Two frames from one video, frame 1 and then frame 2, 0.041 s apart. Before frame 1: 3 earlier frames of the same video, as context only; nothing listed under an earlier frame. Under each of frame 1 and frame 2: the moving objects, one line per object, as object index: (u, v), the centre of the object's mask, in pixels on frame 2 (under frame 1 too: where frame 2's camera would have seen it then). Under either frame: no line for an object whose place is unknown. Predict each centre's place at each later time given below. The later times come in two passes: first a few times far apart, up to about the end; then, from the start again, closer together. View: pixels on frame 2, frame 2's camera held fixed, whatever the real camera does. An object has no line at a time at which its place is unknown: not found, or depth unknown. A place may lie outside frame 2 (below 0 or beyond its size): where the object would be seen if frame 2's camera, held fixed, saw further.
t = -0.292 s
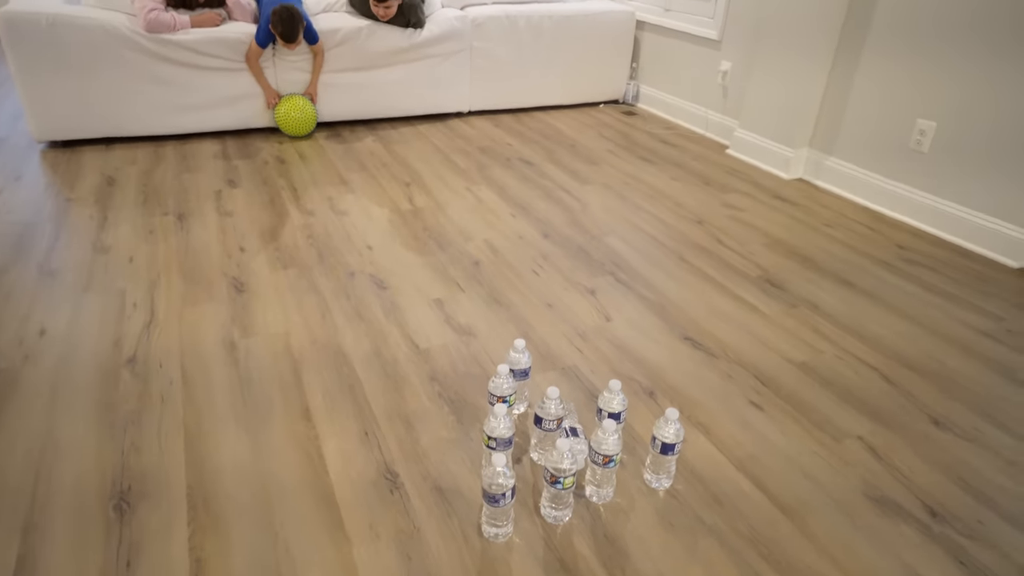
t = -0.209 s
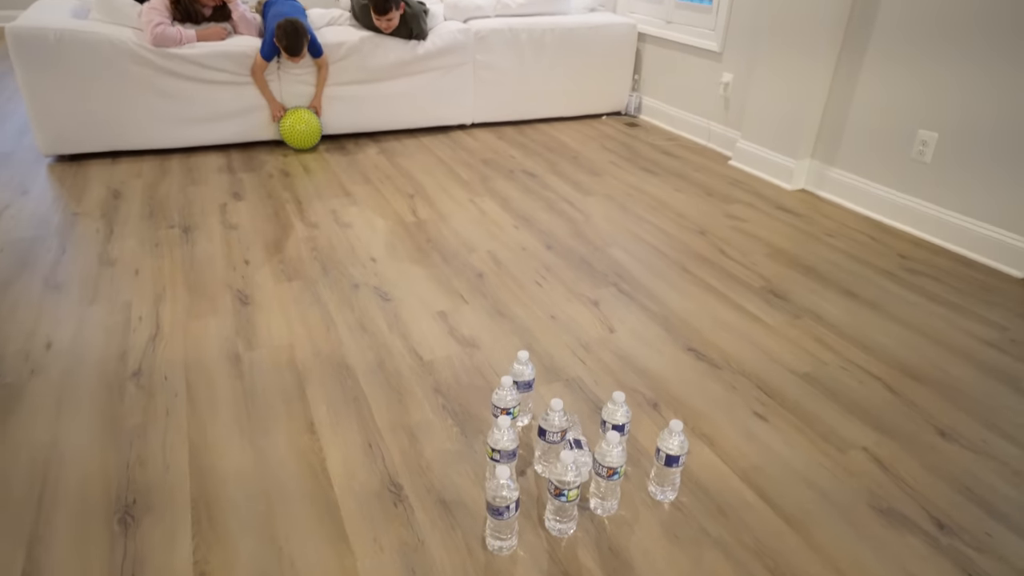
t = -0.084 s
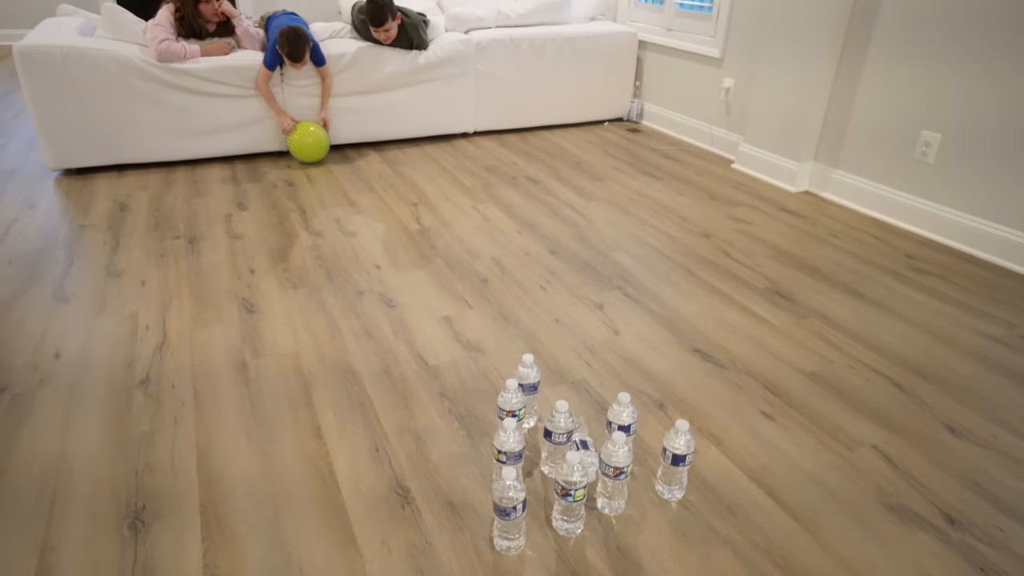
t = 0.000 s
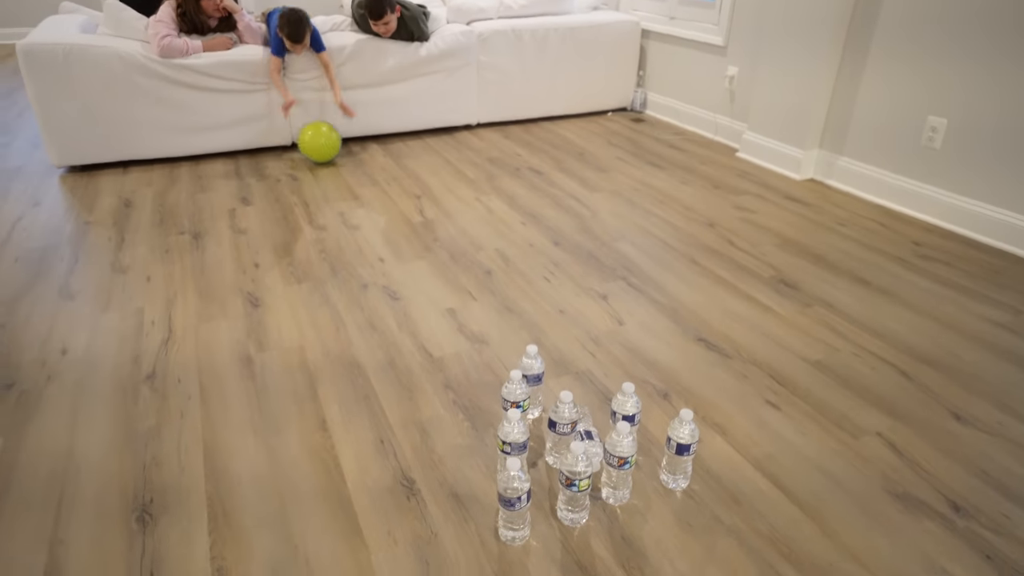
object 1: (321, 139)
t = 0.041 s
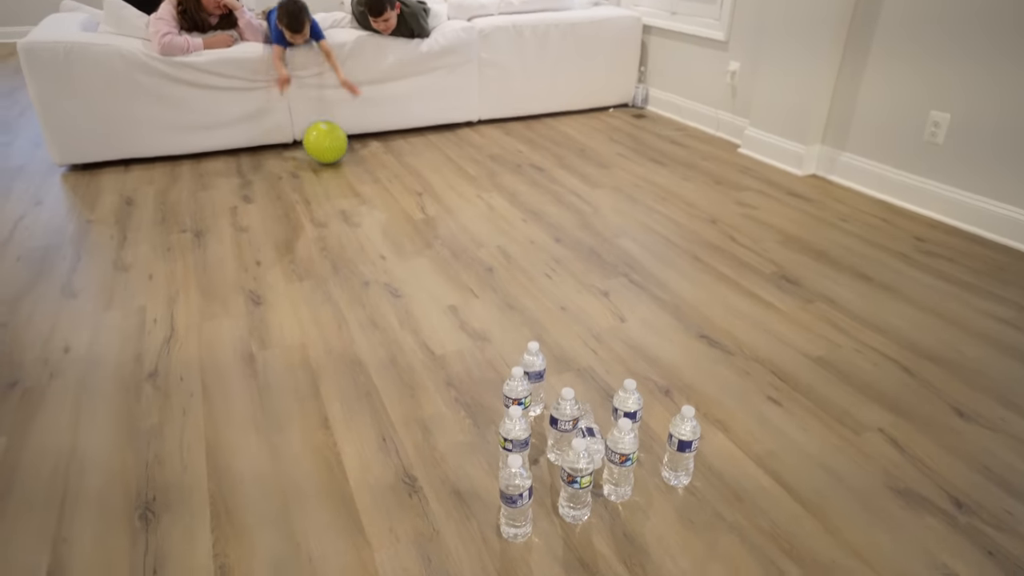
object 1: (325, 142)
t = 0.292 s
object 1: (353, 161)
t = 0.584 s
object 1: (388, 187)
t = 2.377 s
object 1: (794, 423)
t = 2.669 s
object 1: (912, 449)
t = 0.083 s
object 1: (330, 145)
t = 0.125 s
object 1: (335, 148)
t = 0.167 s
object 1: (339, 151)
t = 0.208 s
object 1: (344, 154)
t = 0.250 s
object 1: (349, 158)
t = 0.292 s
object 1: (353, 161)
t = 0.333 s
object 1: (357, 164)
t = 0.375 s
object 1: (362, 167)
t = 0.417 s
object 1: (367, 171)
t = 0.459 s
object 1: (372, 175)
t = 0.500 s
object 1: (377, 179)
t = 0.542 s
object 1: (383, 183)
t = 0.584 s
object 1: (388, 187)
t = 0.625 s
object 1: (394, 190)
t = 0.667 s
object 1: (399, 195)
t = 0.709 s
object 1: (405, 199)
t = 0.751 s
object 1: (411, 204)
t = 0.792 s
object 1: (416, 209)
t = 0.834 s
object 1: (422, 213)
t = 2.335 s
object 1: (780, 415)
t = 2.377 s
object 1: (794, 423)
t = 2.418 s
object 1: (812, 425)
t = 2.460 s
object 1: (829, 428)
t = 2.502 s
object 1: (845, 435)
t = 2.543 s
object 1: (862, 436)
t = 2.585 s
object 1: (878, 442)
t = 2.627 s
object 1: (895, 444)
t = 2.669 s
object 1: (912, 449)
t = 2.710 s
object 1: (928, 453)
